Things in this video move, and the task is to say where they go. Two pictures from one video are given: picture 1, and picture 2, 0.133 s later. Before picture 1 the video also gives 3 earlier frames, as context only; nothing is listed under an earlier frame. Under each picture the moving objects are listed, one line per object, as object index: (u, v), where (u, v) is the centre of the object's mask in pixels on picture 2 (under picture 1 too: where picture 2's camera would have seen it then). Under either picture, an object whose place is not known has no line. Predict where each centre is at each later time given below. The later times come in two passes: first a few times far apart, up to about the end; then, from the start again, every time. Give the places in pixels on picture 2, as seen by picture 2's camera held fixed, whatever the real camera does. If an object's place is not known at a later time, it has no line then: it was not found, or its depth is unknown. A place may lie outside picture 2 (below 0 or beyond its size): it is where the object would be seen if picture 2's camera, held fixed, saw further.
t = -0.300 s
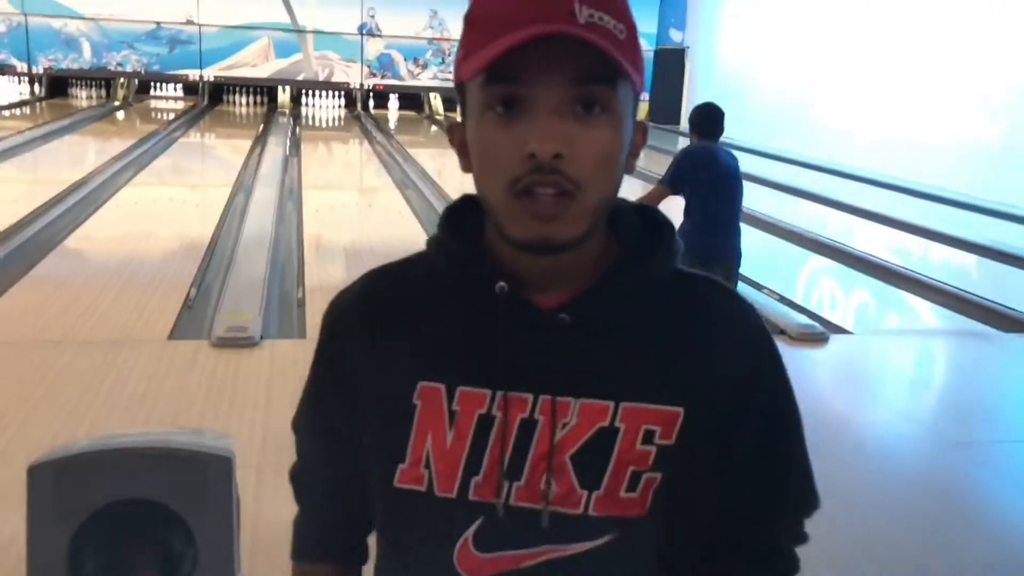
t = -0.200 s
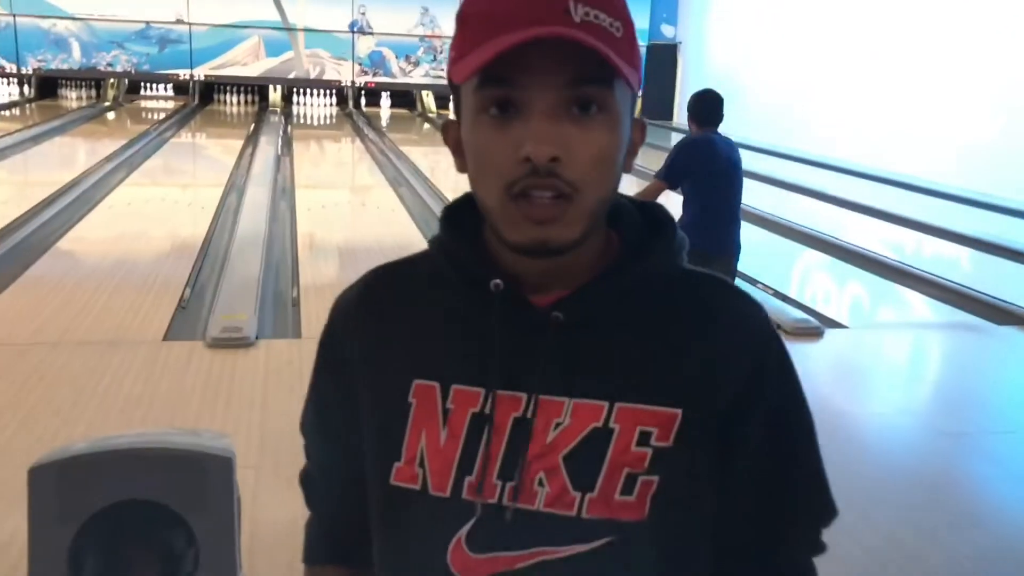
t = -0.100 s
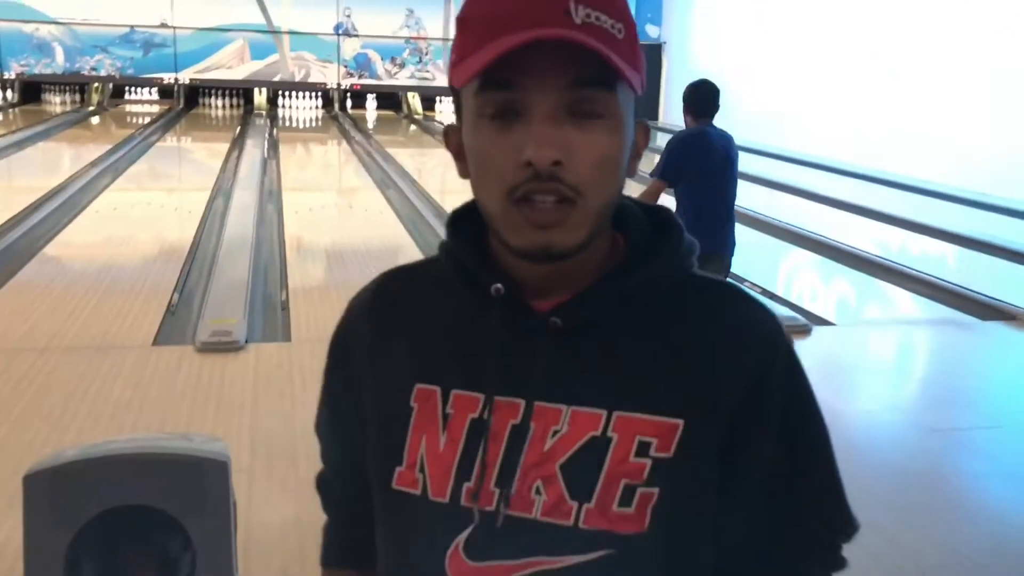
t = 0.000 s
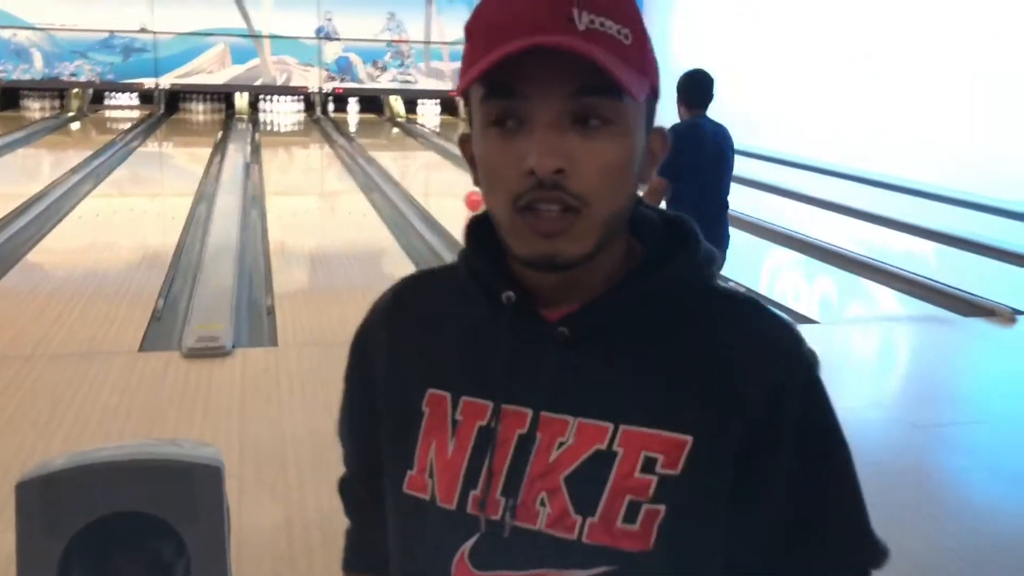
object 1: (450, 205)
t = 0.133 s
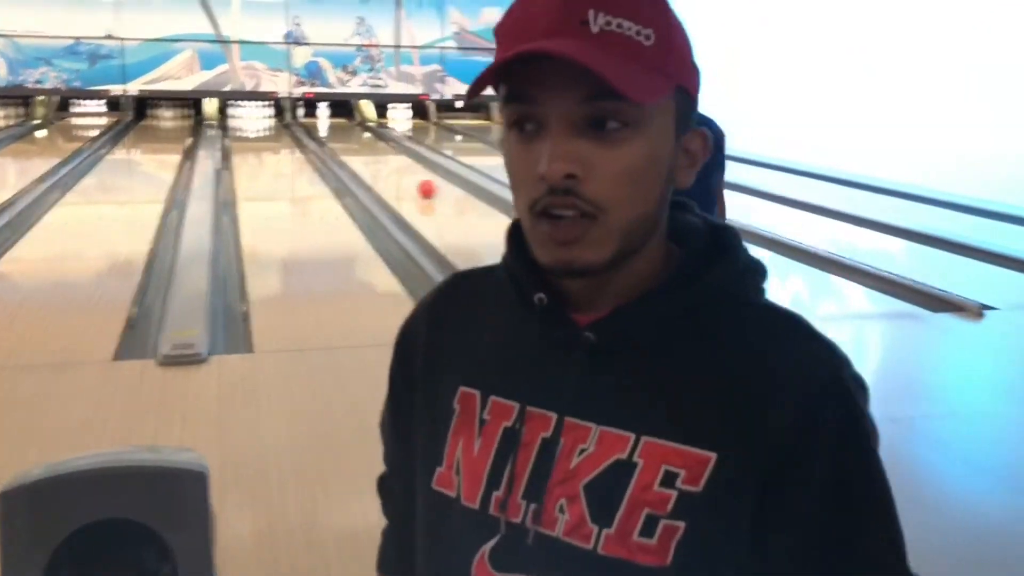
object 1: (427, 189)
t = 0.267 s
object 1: (409, 176)
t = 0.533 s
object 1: (381, 158)
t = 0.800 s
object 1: (361, 144)
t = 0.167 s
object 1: (422, 186)
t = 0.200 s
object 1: (418, 183)
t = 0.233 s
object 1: (413, 180)
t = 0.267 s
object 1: (409, 176)
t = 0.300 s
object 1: (405, 174)
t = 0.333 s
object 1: (401, 171)
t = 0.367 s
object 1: (398, 169)
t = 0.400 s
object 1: (394, 167)
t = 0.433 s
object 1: (391, 165)
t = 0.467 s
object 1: (387, 162)
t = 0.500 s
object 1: (384, 160)
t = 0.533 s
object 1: (381, 158)
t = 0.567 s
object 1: (379, 156)
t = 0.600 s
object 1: (376, 155)
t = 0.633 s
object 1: (373, 153)
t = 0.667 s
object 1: (371, 151)
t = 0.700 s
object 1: (368, 149)
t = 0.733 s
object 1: (366, 148)
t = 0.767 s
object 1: (363, 146)
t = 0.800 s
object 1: (361, 144)
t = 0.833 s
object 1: (360, 143)
